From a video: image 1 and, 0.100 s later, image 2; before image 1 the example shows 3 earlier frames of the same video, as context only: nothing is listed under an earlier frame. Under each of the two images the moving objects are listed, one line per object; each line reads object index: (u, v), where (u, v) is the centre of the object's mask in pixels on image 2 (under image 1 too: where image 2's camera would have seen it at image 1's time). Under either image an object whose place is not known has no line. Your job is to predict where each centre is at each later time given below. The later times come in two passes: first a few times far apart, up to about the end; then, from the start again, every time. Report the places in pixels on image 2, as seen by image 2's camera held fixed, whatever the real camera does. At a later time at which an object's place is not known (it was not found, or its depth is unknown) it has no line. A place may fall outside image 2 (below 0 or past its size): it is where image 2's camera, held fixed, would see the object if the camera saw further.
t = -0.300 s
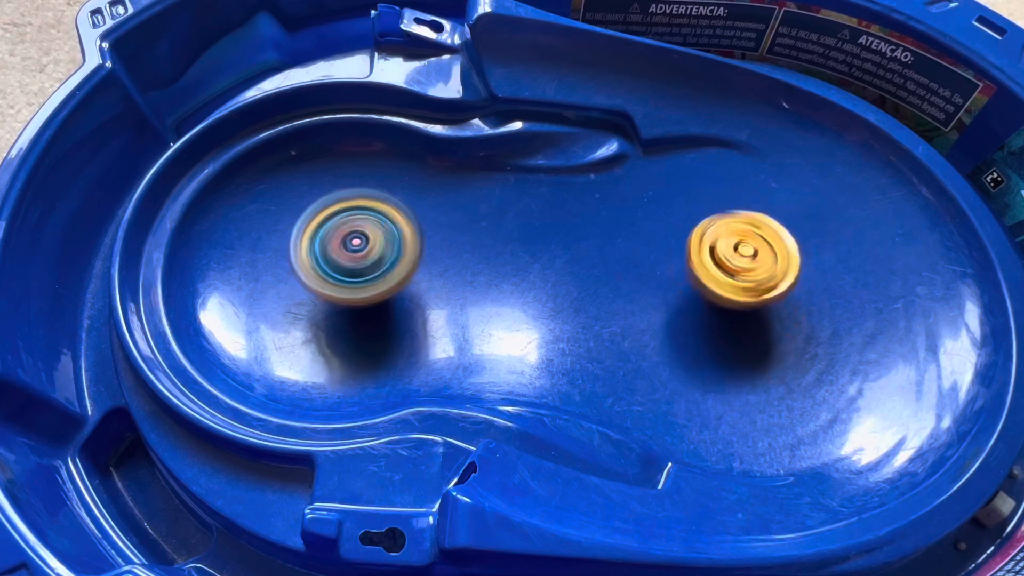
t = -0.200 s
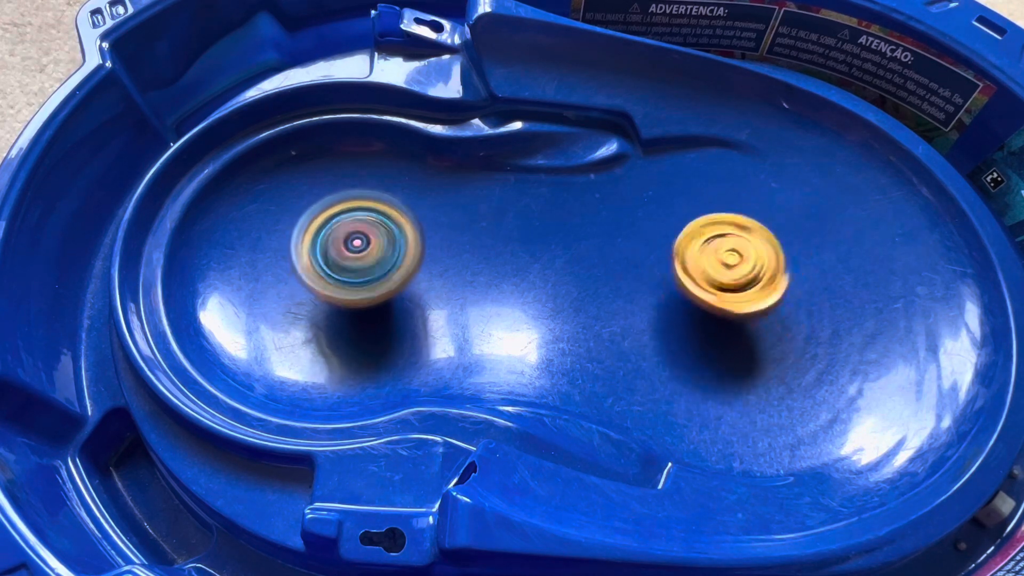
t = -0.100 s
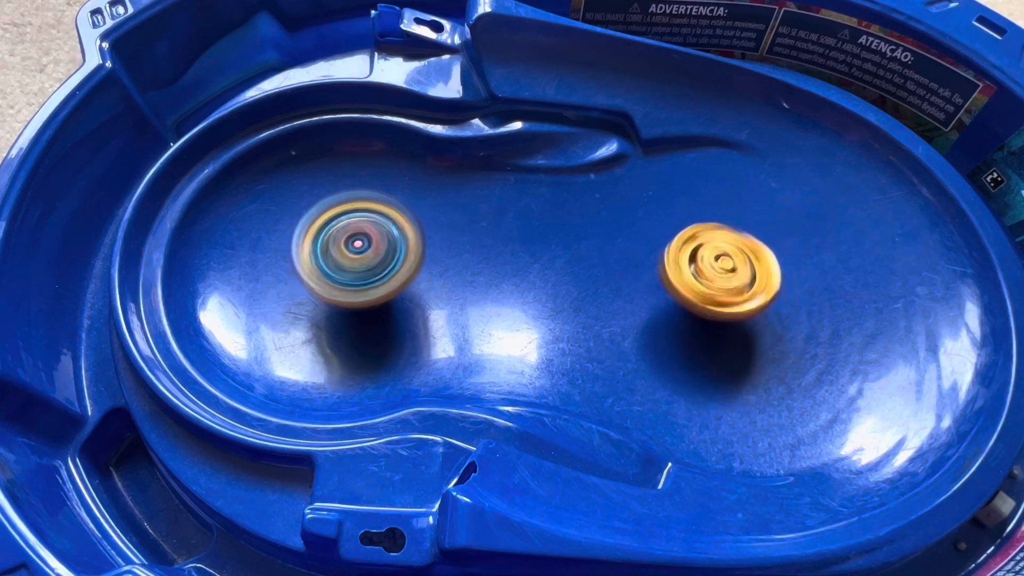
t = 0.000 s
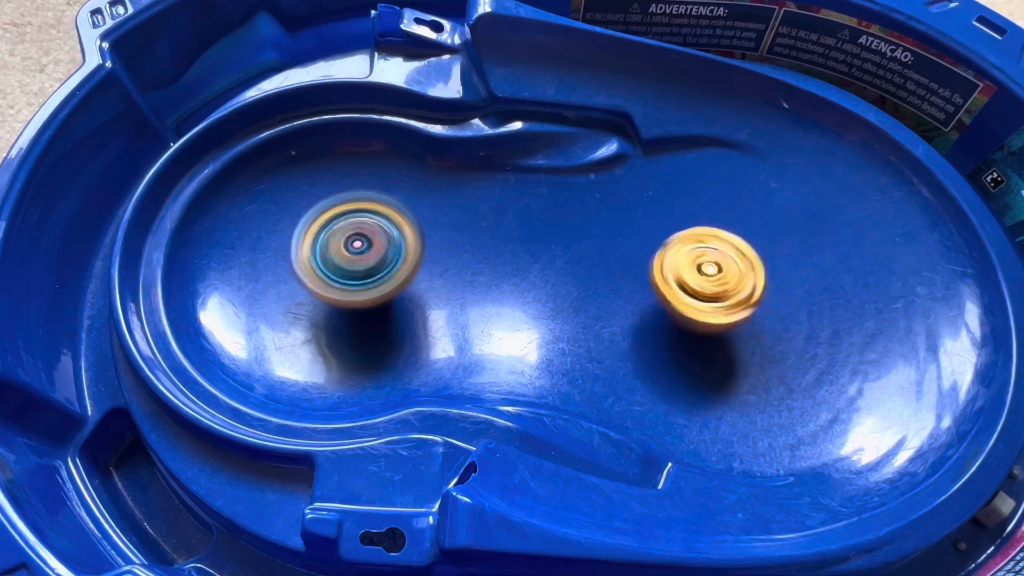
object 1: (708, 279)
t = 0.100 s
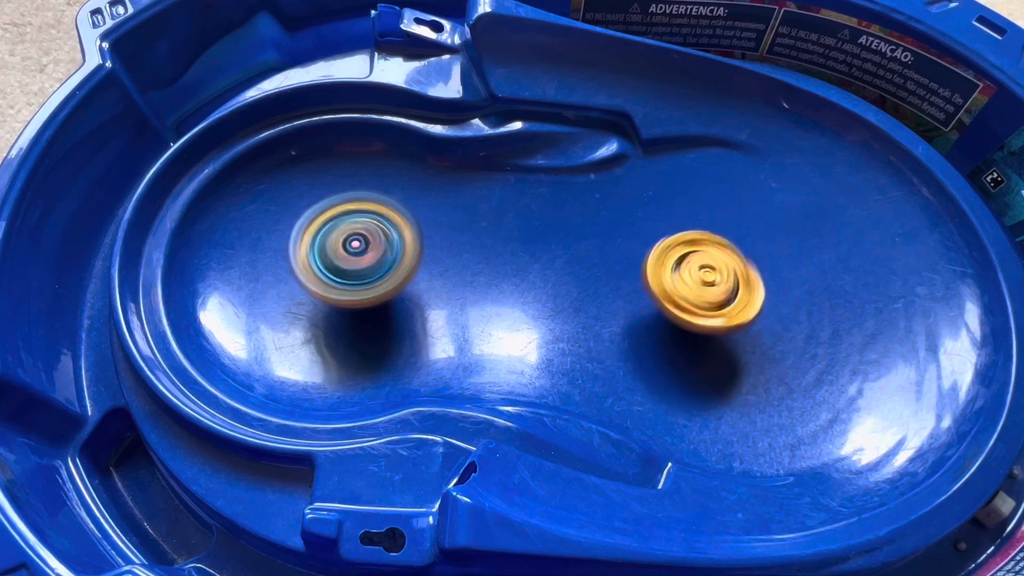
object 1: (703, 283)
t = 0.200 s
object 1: (702, 281)
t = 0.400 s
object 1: (707, 278)
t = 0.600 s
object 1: (731, 287)
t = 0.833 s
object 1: (752, 301)
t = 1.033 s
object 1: (752, 296)
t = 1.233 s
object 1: (744, 275)
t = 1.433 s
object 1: (735, 261)
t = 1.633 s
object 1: (727, 268)
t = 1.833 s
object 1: (717, 283)
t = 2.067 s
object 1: (708, 282)
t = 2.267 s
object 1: (714, 279)
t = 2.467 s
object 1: (731, 285)
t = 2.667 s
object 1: (742, 296)
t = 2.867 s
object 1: (744, 293)
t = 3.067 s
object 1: (747, 279)
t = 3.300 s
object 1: (746, 270)
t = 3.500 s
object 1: (734, 270)
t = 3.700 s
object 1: (719, 273)
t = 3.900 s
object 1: (713, 277)
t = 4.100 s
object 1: (716, 286)
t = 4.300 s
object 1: (730, 290)
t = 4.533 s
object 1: (747, 290)
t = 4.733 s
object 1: (750, 285)
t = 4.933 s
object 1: (747, 276)
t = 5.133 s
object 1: (743, 272)
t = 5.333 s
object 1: (733, 268)
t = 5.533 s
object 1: (723, 270)
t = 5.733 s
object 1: (713, 278)
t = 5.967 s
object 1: (715, 284)
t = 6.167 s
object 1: (729, 290)
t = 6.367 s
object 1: (739, 293)
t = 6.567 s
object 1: (743, 292)
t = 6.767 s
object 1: (750, 287)
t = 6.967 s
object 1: (753, 275)
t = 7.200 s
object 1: (735, 267)
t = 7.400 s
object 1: (739, 280)
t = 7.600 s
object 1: (737, 297)
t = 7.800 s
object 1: (709, 287)
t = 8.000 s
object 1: (735, 275)
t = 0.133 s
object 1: (701, 283)
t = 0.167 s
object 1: (700, 280)
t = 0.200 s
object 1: (702, 281)
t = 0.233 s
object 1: (702, 281)
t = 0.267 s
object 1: (702, 282)
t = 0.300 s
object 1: (702, 279)
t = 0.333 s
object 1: (703, 279)
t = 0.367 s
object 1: (705, 277)
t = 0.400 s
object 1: (707, 278)
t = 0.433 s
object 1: (713, 278)
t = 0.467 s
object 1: (715, 282)
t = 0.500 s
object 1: (716, 282)
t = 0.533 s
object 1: (720, 282)
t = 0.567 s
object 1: (727, 283)
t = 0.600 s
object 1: (731, 287)
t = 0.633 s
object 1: (734, 291)
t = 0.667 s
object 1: (735, 292)
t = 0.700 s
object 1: (739, 292)
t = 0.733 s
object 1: (743, 294)
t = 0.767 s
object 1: (747, 298)
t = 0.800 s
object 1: (749, 299)
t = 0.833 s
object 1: (752, 301)
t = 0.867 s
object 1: (751, 301)
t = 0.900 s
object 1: (751, 301)
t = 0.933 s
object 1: (751, 297)
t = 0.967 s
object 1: (754, 298)
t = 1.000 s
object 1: (753, 297)
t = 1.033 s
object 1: (752, 296)
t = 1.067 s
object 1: (748, 291)
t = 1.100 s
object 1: (748, 288)
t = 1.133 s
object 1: (746, 284)
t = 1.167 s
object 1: (747, 283)
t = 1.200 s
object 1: (743, 278)
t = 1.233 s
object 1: (744, 275)
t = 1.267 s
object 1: (740, 271)
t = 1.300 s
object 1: (740, 268)
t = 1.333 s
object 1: (739, 264)
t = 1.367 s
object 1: (741, 263)
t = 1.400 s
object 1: (738, 262)
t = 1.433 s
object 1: (735, 261)
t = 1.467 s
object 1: (731, 259)
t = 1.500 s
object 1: (733, 258)
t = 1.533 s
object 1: (732, 260)
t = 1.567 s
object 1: (732, 263)
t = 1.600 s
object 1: (728, 266)
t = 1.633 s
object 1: (727, 268)
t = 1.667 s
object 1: (724, 271)
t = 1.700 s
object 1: (724, 273)
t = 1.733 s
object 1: (722, 275)
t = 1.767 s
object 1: (723, 278)
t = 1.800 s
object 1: (720, 283)
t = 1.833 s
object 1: (717, 283)
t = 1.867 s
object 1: (713, 283)
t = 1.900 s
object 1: (713, 283)
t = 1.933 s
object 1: (714, 285)
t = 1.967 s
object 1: (713, 285)
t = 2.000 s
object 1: (710, 286)
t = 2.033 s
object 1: (708, 283)
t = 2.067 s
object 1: (708, 282)
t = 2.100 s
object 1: (708, 279)
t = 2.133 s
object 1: (710, 280)
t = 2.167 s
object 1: (710, 279)
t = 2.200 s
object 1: (713, 280)
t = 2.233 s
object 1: (712, 280)
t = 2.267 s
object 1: (714, 279)
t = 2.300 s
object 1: (716, 277)
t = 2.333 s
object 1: (722, 279)
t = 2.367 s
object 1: (725, 283)
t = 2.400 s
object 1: (726, 285)
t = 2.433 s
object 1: (727, 286)
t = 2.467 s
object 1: (731, 285)
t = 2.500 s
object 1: (735, 287)
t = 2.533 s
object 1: (738, 289)
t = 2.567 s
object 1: (741, 294)
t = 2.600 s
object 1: (741, 295)
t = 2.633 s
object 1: (742, 297)
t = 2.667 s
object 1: (742, 296)
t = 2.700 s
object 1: (744, 297)
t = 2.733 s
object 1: (745, 296)
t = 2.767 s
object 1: (748, 297)
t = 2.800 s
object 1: (746, 297)
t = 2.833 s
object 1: (745, 294)
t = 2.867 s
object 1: (744, 293)
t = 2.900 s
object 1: (744, 288)
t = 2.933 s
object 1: (747, 288)
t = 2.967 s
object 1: (747, 285)
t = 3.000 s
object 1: (748, 286)
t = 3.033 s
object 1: (746, 282)
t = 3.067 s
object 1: (747, 279)
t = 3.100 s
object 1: (747, 276)
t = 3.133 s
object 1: (749, 274)
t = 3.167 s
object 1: (750, 274)
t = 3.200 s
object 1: (751, 271)
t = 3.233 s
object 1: (751, 273)
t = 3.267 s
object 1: (748, 271)
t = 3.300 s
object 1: (746, 270)
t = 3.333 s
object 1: (744, 267)
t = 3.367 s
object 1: (745, 268)
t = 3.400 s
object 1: (743, 269)
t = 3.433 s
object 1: (742, 269)
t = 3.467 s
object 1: (738, 271)
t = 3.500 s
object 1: (734, 270)
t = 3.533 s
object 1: (731, 270)
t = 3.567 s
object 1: (727, 268)
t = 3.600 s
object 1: (726, 269)
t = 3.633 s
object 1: (723, 270)
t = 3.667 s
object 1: (723, 270)
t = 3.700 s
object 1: (719, 273)
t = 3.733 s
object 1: (715, 272)
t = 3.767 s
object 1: (711, 272)
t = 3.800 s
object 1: (710, 270)
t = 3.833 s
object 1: (712, 272)
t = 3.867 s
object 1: (712, 274)
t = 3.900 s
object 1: (713, 277)
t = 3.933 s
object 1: (710, 280)
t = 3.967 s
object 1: (709, 279)
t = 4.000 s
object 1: (709, 280)
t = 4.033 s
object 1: (711, 280)
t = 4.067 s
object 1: (715, 284)
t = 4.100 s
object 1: (716, 286)
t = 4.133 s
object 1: (719, 287)
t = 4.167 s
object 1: (720, 291)
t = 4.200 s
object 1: (720, 290)
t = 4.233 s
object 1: (722, 290)
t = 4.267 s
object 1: (725, 288)
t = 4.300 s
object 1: (730, 290)
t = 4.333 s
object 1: (733, 293)
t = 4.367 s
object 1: (735, 293)
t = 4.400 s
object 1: (737, 295)
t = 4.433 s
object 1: (737, 293)
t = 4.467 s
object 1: (740, 292)
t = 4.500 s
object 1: (742, 291)
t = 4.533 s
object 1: (747, 290)
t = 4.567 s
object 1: (750, 291)
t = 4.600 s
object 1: (751, 290)
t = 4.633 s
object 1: (752, 292)
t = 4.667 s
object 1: (750, 290)
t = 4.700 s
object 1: (751, 288)
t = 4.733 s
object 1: (750, 285)
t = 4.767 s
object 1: (752, 283)
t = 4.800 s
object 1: (755, 284)
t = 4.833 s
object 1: (753, 283)
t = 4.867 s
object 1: (752, 282)
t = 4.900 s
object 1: (748, 280)
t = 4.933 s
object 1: (747, 276)
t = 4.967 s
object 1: (747, 274)
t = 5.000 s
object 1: (746, 273)
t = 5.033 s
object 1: (748, 273)
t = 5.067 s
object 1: (746, 273)
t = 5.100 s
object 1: (745, 271)
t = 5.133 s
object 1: (743, 272)
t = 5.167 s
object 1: (739, 269)
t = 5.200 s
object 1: (738, 267)
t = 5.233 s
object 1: (737, 266)
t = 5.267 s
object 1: (737, 266)
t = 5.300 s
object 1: (737, 268)
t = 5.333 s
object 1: (733, 268)
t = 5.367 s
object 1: (731, 268)
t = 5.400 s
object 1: (727, 269)
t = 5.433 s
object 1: (726, 267)
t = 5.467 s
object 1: (724, 268)
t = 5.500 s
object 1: (722, 268)
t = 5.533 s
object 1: (723, 270)
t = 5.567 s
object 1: (722, 272)
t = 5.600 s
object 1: (720, 272)
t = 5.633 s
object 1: (720, 274)
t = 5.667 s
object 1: (715, 278)
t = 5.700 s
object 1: (714, 278)
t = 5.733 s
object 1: (713, 278)
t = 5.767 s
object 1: (713, 278)
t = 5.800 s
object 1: (715, 280)
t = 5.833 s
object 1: (715, 282)
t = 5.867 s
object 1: (716, 283)
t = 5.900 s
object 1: (716, 286)
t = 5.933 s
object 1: (714, 285)
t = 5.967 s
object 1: (715, 284)
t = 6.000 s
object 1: (716, 284)
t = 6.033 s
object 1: (718, 283)
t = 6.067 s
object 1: (722, 285)
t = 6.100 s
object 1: (724, 286)
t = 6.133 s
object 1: (726, 286)
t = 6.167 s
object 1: (729, 290)
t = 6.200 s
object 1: (728, 291)
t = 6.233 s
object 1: (728, 290)
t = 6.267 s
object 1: (729, 290)
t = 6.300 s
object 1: (732, 288)
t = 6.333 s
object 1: (737, 290)
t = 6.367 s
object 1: (739, 293)
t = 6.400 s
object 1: (741, 294)
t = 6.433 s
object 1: (744, 297)
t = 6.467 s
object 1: (743, 298)
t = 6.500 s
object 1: (743, 297)
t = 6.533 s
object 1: (742, 296)
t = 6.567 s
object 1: (743, 292)
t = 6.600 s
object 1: (746, 292)
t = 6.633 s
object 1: (747, 292)
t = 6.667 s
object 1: (749, 290)
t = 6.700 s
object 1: (752, 291)
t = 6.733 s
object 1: (752, 291)
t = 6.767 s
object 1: (750, 287)
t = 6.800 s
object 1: (747, 283)
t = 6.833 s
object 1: (746, 277)
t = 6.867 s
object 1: (748, 274)
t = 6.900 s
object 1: (749, 274)
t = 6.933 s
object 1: (750, 273)
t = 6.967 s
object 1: (753, 275)
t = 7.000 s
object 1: (752, 275)
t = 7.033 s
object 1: (748, 273)
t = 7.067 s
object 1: (744, 272)
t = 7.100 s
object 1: (740, 268)
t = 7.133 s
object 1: (739, 266)
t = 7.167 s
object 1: (737, 267)
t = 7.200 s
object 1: (735, 267)
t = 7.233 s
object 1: (737, 268)
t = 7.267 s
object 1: (738, 267)
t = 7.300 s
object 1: (739, 266)
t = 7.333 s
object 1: (742, 271)
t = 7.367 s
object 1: (741, 278)
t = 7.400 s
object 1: (739, 280)
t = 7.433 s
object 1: (739, 283)
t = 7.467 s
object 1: (739, 286)
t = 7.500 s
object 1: (737, 289)
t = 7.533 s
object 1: (737, 291)
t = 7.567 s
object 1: (738, 294)
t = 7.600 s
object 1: (737, 297)
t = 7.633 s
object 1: (732, 302)
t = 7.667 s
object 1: (725, 303)
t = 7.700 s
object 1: (720, 304)
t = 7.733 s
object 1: (714, 301)
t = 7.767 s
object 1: (711, 295)
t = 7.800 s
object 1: (709, 287)
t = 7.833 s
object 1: (711, 280)
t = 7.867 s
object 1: (715, 277)
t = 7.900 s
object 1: (721, 276)
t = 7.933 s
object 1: (727, 275)
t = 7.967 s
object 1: (730, 275)
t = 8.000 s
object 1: (735, 275)
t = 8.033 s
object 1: (739, 277)
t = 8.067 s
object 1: (742, 280)
